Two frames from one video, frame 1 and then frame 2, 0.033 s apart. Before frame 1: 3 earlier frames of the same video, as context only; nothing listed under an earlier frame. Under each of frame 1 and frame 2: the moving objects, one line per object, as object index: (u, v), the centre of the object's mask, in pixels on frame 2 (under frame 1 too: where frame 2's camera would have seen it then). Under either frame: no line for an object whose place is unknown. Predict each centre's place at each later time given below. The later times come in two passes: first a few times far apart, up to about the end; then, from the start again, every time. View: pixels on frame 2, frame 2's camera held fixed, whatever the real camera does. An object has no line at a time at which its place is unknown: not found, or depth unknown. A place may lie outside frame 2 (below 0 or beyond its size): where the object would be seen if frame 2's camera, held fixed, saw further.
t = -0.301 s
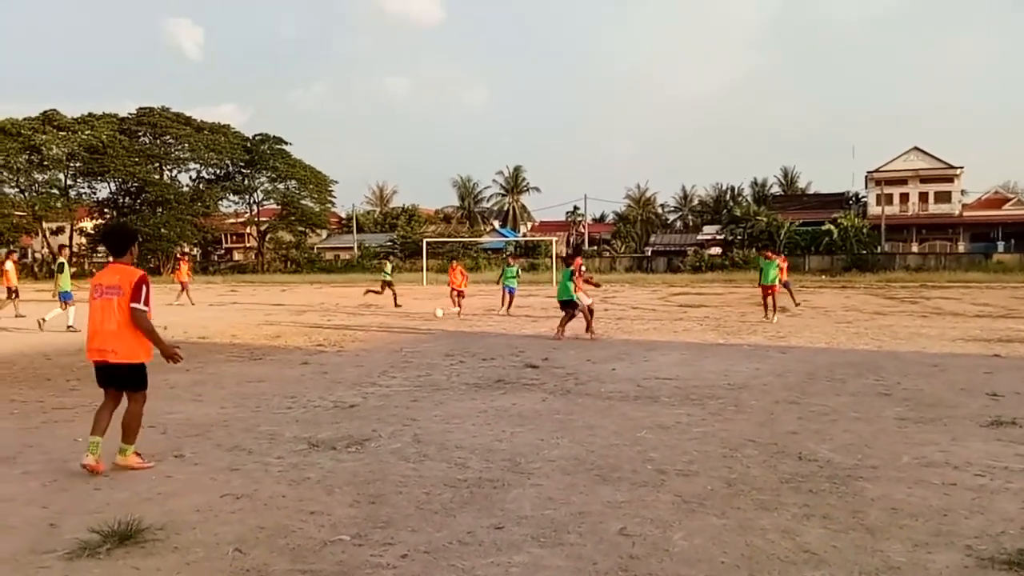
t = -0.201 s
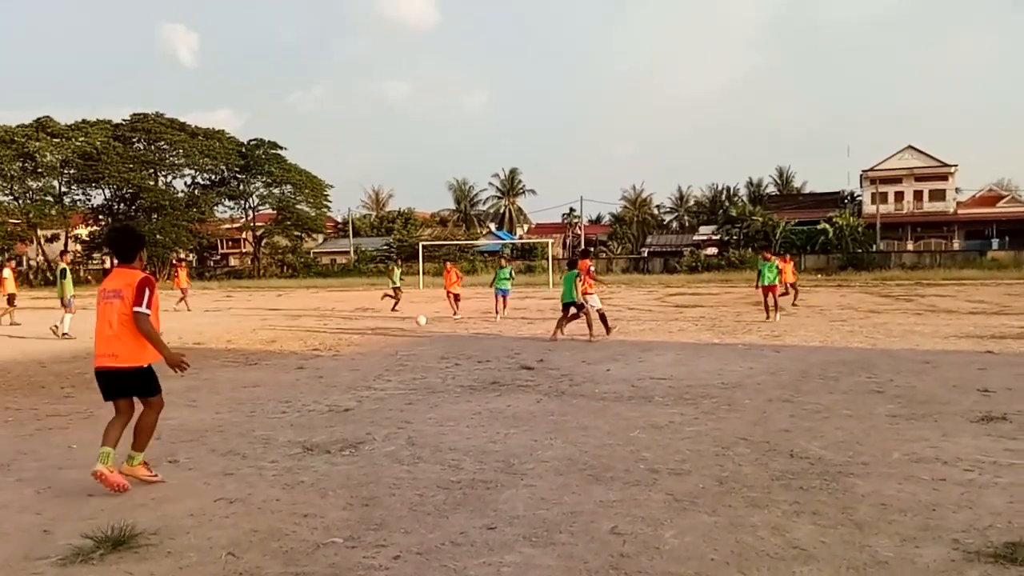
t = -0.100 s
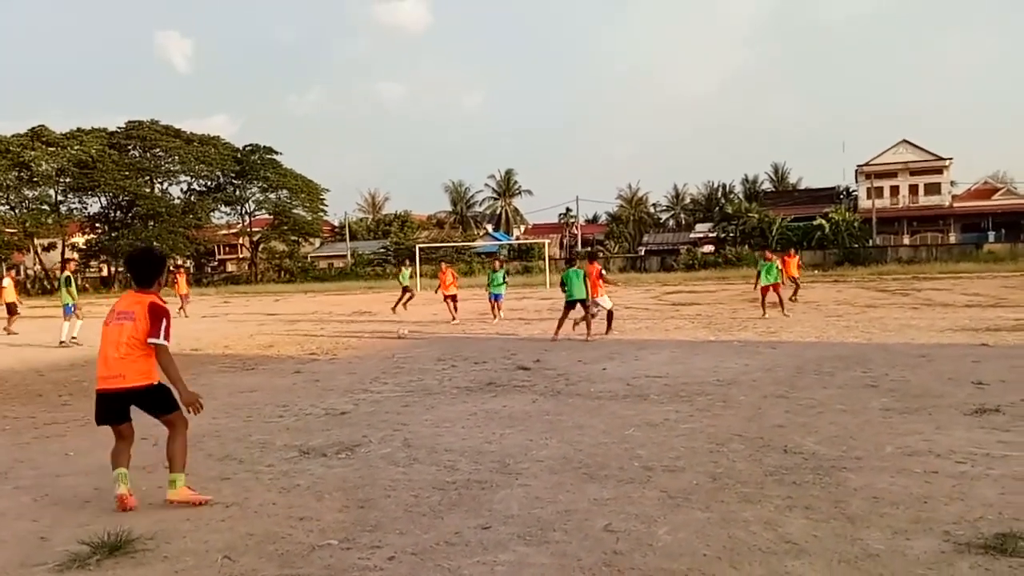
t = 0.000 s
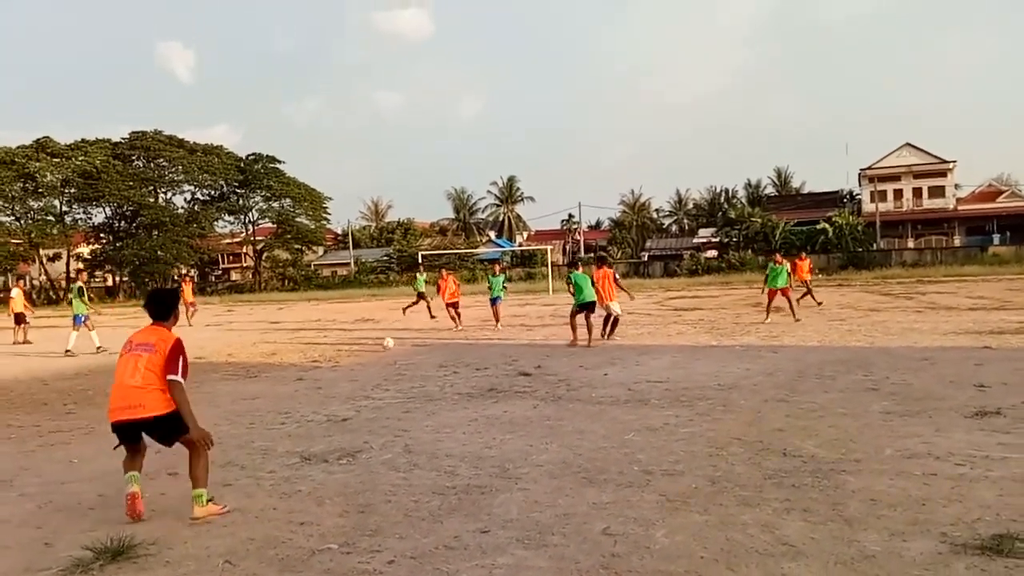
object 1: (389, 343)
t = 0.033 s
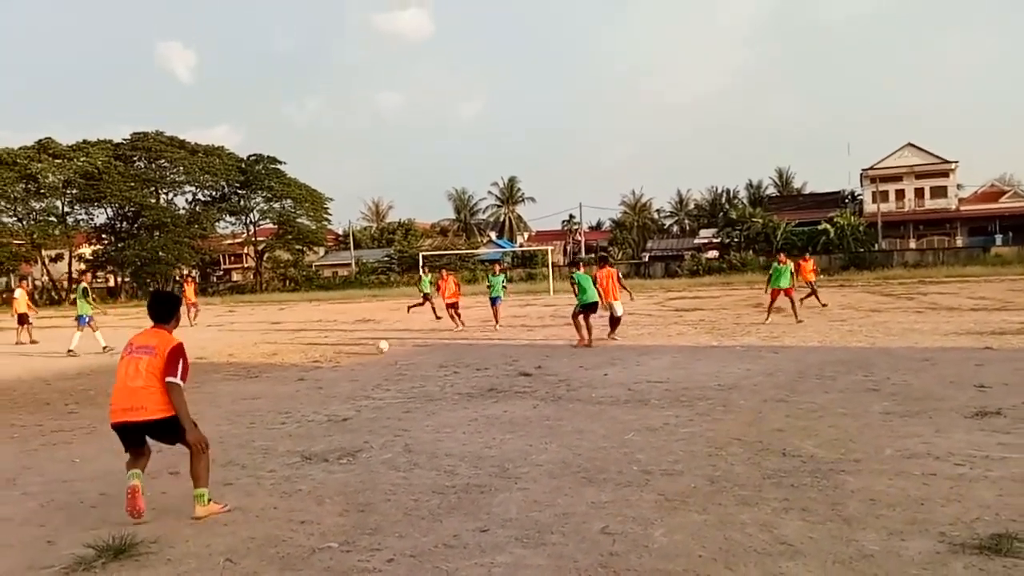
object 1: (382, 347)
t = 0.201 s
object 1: (348, 360)
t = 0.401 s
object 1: (300, 375)
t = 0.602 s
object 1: (239, 398)
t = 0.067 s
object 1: (376, 350)
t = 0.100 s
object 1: (370, 352)
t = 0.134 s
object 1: (364, 353)
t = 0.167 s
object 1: (357, 357)
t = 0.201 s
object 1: (348, 360)
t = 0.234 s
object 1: (341, 362)
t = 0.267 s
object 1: (335, 364)
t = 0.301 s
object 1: (326, 366)
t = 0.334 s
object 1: (317, 371)
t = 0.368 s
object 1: (309, 374)
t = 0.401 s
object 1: (300, 375)
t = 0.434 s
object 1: (291, 378)
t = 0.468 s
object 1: (281, 382)
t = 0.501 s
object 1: (271, 387)
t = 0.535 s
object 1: (261, 393)
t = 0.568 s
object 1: (250, 395)
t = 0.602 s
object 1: (239, 398)
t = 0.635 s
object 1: (228, 402)
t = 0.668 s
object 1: (215, 409)
